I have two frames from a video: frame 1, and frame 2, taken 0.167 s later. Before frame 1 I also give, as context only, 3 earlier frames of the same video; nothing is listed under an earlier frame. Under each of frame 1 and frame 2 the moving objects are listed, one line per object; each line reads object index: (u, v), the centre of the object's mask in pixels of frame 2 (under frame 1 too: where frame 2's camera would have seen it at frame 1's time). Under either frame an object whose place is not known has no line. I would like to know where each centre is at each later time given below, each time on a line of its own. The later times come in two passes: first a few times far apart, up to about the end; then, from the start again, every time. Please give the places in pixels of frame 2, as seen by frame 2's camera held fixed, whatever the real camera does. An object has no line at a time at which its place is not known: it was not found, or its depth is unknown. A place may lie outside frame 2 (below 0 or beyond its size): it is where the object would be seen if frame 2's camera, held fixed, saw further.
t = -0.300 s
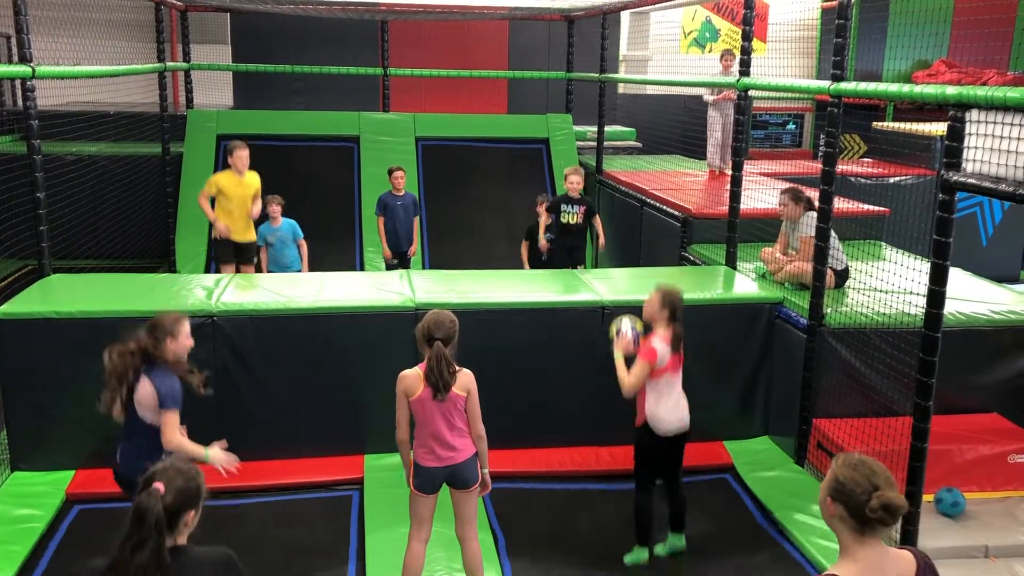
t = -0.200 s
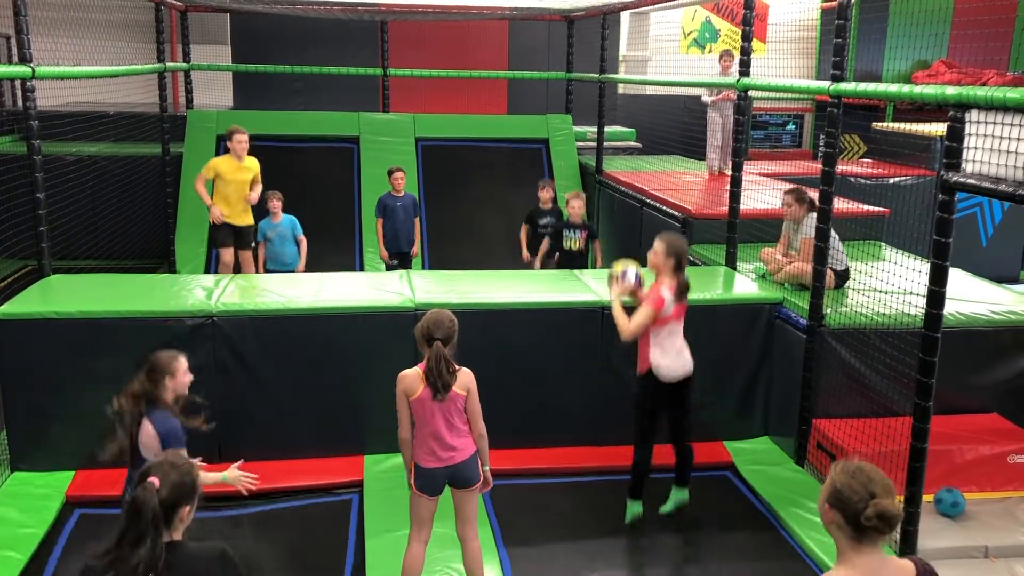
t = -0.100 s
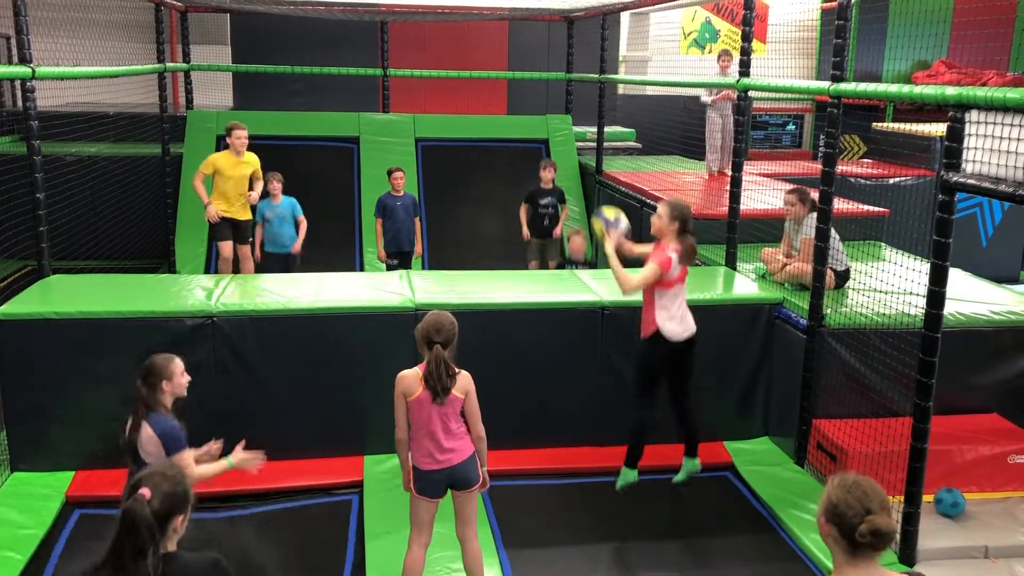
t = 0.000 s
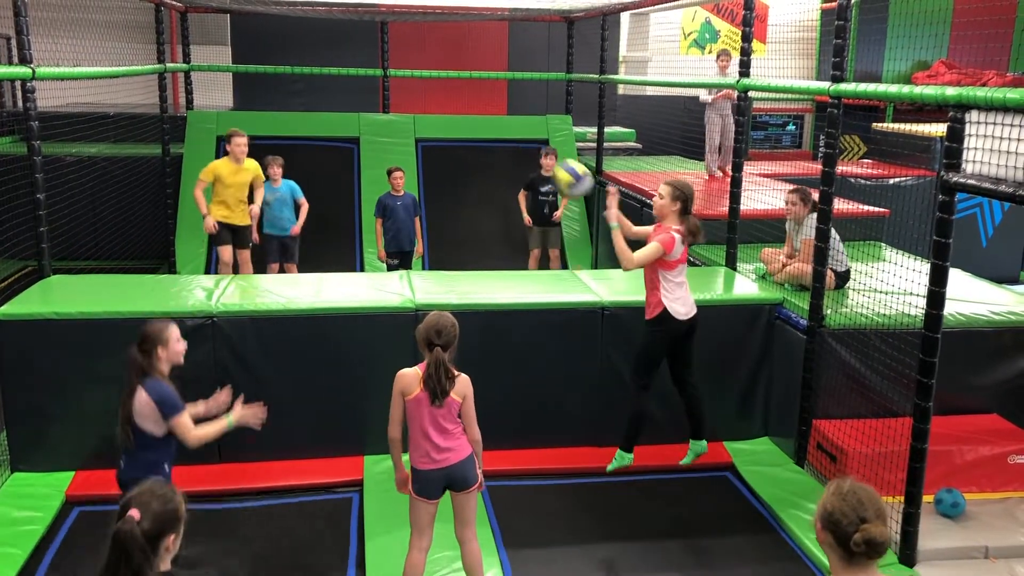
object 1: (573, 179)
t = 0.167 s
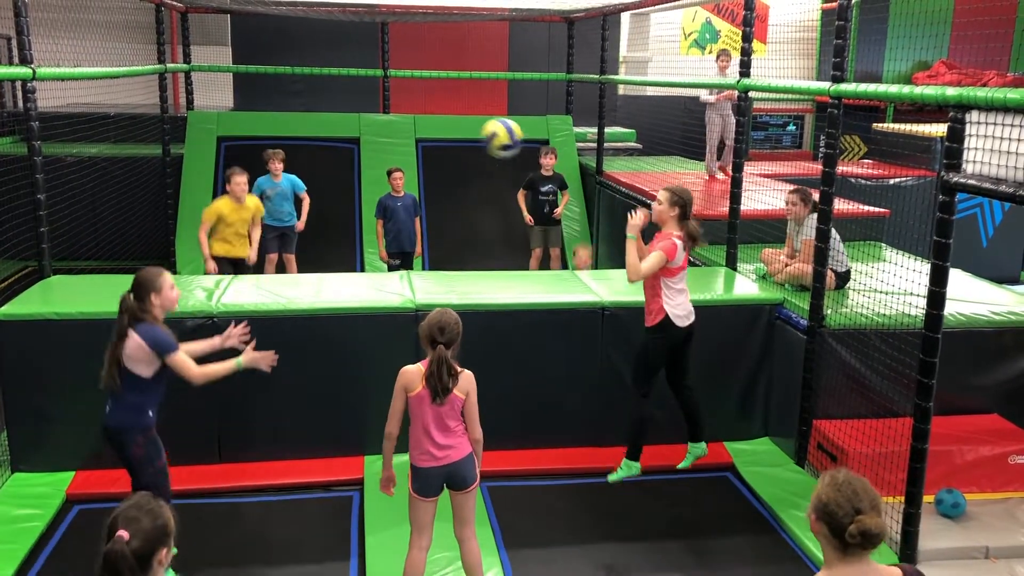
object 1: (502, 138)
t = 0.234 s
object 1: (473, 135)
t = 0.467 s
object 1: (366, 189)
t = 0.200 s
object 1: (488, 135)
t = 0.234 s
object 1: (473, 135)
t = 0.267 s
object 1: (458, 136)
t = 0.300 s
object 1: (443, 140)
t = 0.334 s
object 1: (429, 146)
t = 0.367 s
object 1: (414, 152)
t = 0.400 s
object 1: (398, 163)
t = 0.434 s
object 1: (383, 175)
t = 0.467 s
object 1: (366, 189)
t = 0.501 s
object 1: (352, 207)
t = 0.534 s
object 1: (337, 226)
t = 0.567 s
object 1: (324, 247)
